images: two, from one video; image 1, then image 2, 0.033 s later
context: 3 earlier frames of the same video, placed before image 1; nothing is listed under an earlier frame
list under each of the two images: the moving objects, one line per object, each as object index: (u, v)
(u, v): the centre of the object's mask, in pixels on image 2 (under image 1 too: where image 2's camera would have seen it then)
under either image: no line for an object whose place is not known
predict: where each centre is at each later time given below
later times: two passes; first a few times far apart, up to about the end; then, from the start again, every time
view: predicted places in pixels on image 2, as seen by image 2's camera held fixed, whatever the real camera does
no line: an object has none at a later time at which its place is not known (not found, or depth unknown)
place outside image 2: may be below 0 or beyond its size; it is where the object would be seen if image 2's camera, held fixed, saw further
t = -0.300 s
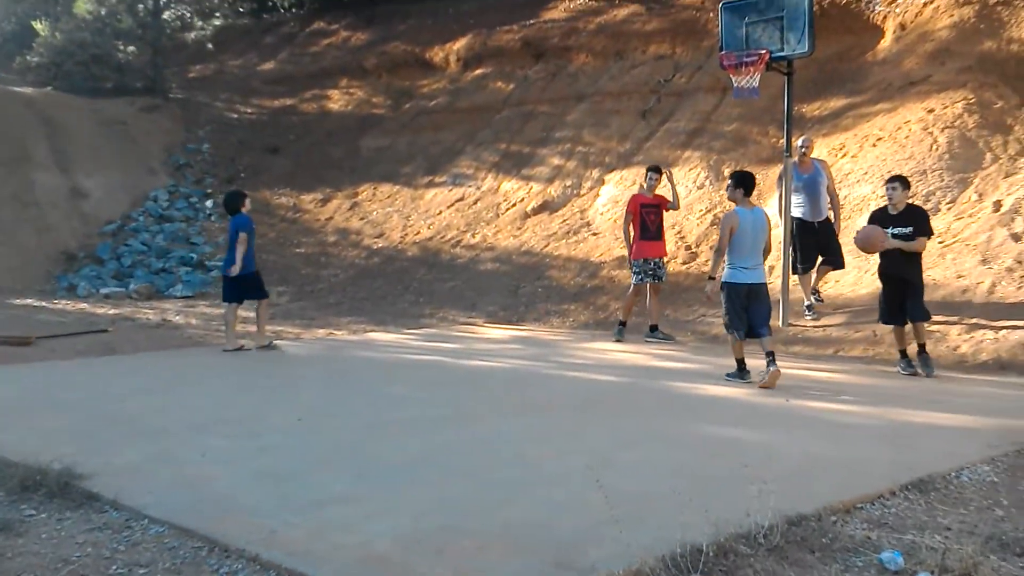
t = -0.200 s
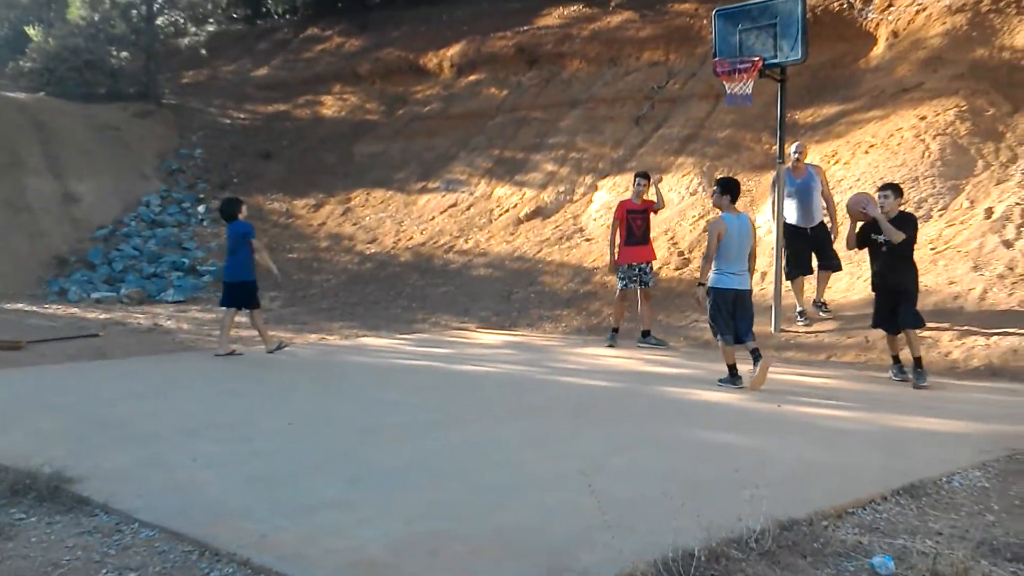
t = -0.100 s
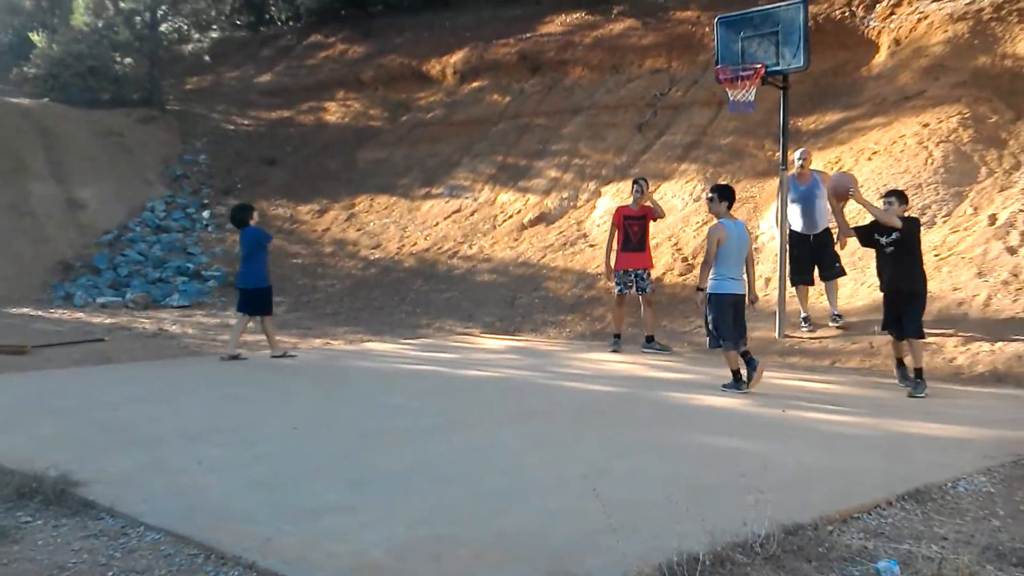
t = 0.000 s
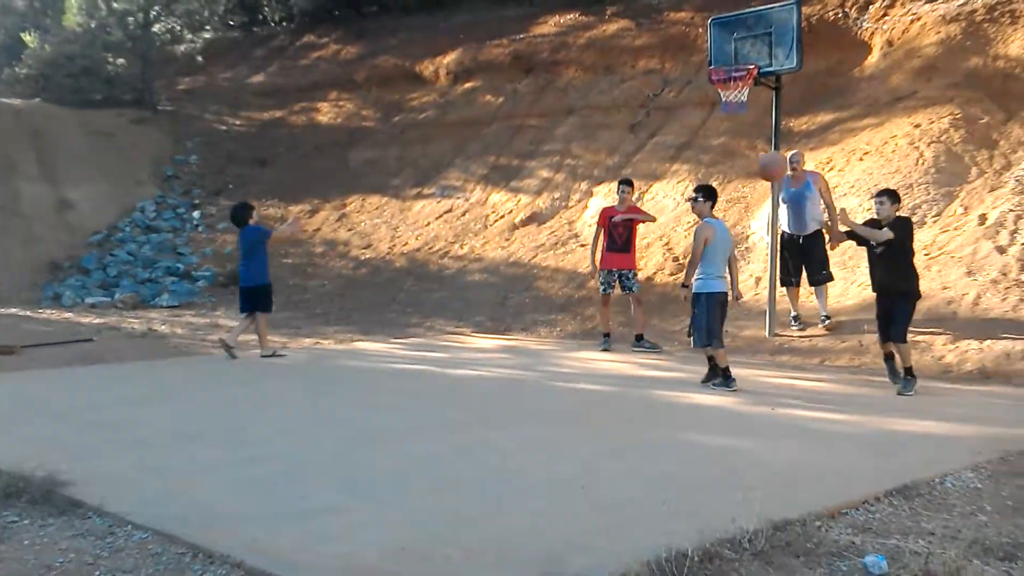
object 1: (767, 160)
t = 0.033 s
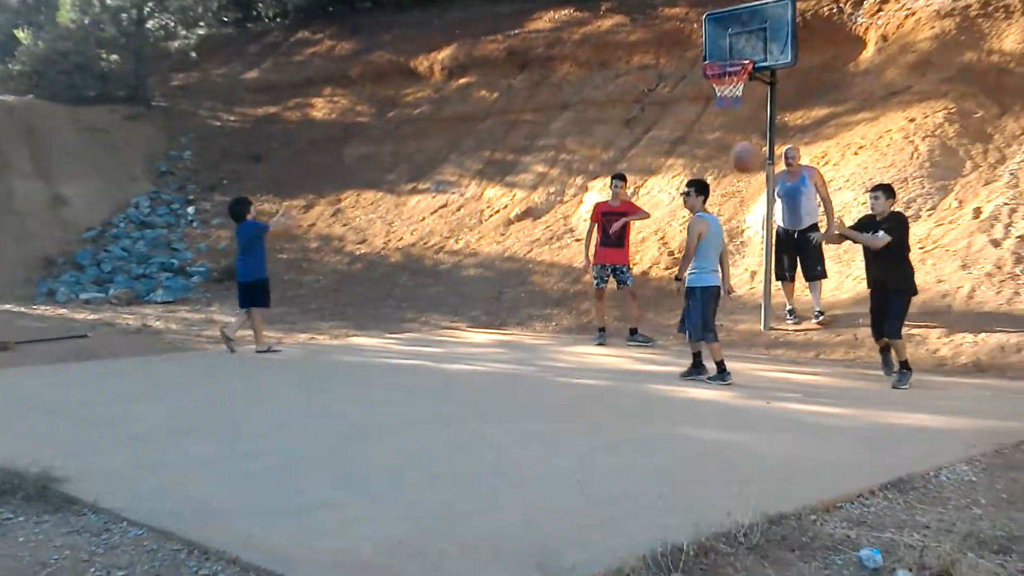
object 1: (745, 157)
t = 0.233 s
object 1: (609, 165)
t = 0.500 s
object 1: (395, 271)
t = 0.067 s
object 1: (724, 154)
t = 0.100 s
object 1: (703, 153)
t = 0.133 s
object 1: (679, 153)
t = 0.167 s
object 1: (657, 156)
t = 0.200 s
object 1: (633, 159)
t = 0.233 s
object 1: (609, 165)
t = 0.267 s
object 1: (584, 170)
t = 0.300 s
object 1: (559, 179)
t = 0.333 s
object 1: (534, 189)
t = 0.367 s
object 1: (506, 201)
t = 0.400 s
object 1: (478, 214)
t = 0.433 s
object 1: (452, 230)
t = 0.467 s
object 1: (423, 249)
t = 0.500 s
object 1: (395, 271)
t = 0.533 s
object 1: (366, 291)
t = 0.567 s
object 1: (335, 318)
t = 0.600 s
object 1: (299, 346)
